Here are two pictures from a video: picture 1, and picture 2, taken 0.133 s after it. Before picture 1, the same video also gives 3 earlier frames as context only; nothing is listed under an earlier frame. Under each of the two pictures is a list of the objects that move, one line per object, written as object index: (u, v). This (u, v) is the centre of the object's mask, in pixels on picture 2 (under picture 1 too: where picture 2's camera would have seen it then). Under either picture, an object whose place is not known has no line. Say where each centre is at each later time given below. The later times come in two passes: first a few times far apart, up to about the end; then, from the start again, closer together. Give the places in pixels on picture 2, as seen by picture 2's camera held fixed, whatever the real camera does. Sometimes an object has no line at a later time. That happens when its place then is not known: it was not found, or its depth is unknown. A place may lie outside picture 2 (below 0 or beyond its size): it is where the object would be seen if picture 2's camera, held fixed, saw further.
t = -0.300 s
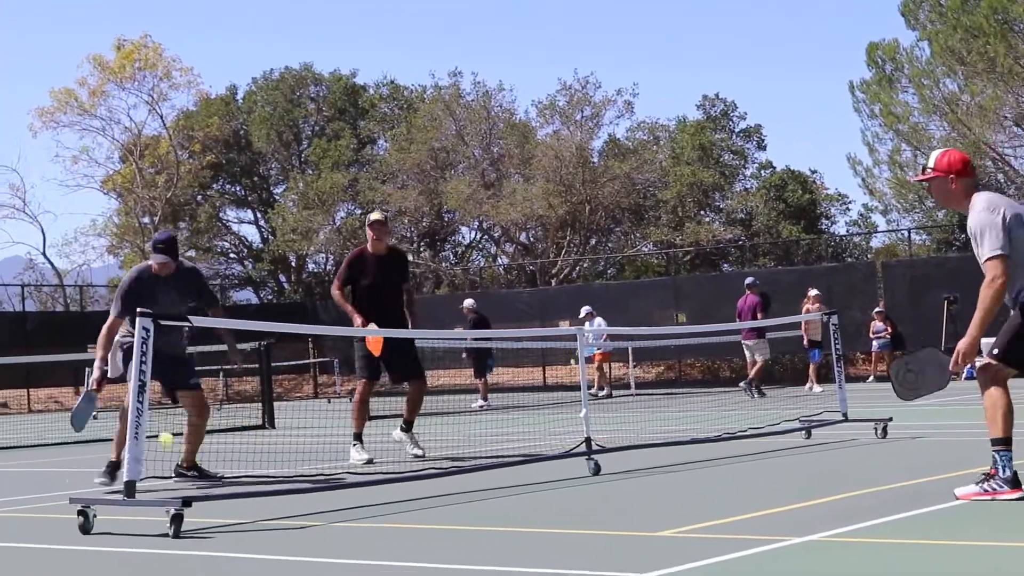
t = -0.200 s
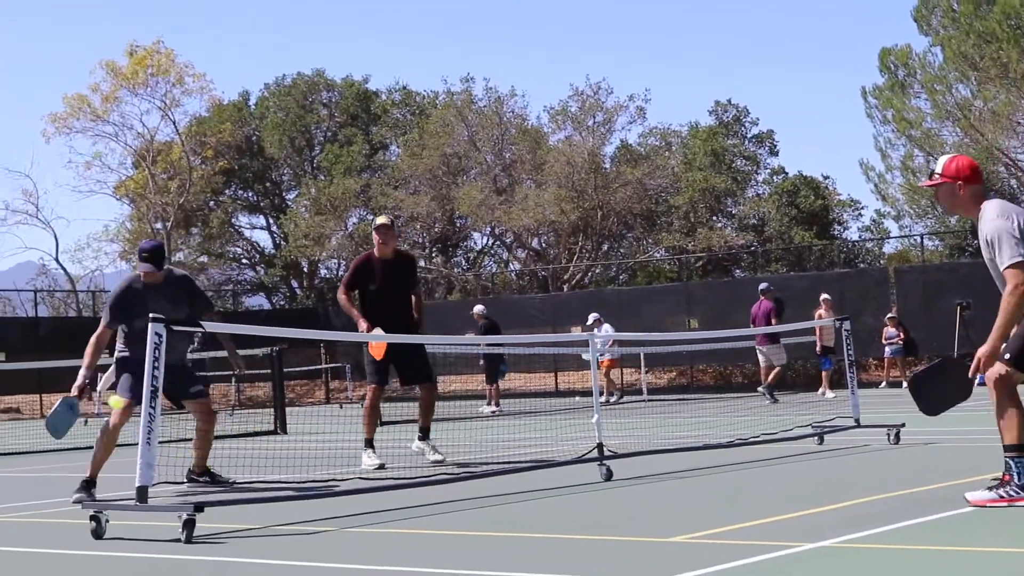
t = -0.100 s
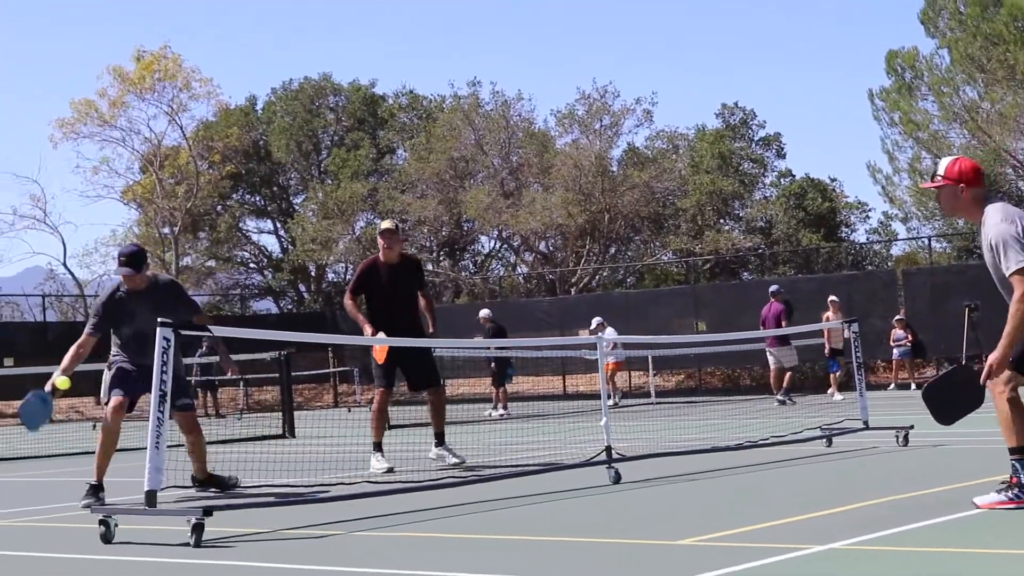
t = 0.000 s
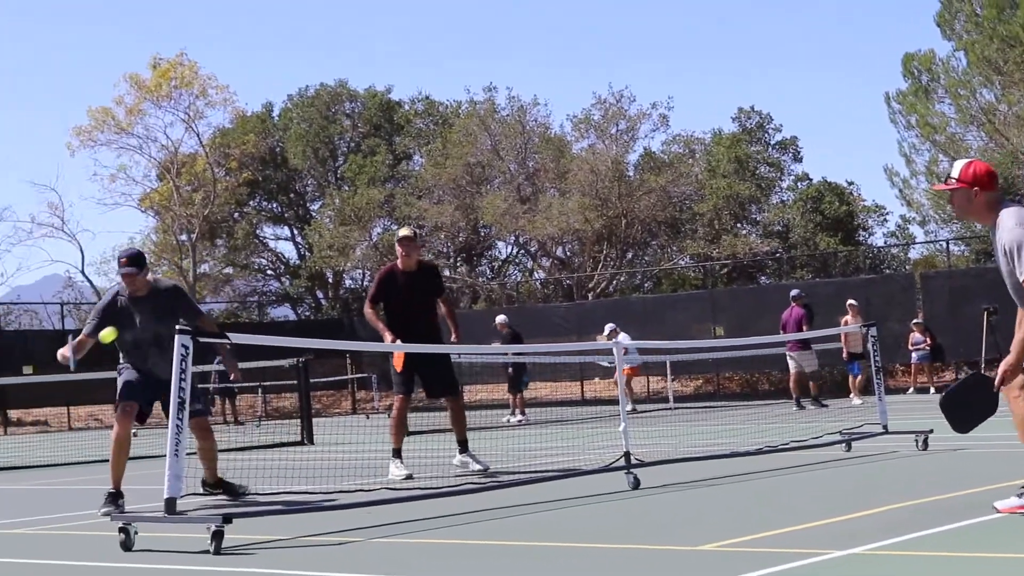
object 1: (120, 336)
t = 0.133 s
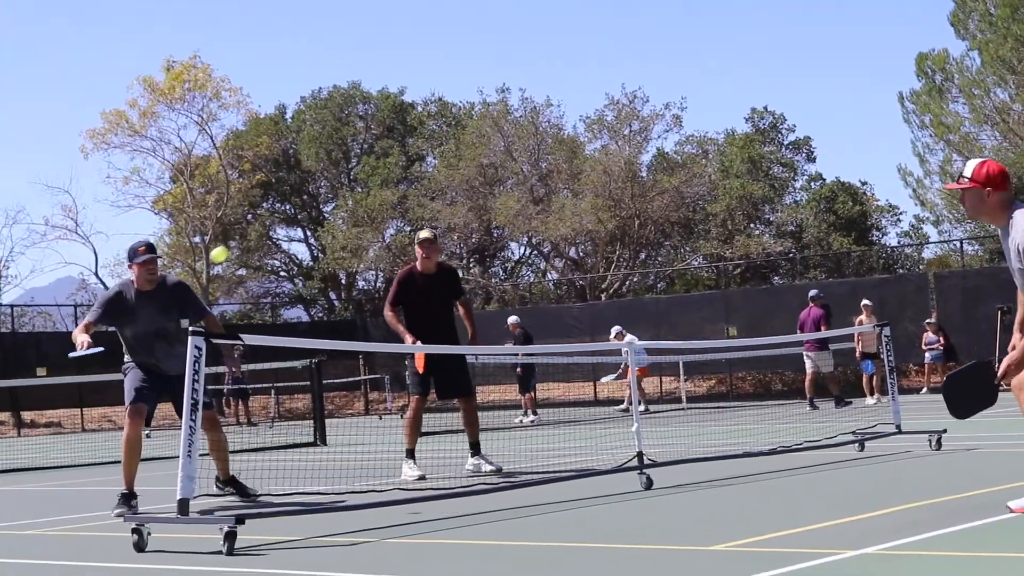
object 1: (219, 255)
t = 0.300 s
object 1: (351, 196)
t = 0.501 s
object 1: (527, 197)
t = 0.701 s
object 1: (724, 289)
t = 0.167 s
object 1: (244, 239)
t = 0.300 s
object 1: (351, 196)
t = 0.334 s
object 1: (379, 190)
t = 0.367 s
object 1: (407, 187)
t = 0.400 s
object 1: (436, 186)
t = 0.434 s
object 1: (466, 187)
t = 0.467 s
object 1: (496, 191)
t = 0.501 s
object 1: (527, 197)
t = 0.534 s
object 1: (558, 205)
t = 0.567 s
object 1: (590, 216)
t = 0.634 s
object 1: (656, 247)
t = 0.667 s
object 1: (689, 267)
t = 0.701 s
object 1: (724, 289)
